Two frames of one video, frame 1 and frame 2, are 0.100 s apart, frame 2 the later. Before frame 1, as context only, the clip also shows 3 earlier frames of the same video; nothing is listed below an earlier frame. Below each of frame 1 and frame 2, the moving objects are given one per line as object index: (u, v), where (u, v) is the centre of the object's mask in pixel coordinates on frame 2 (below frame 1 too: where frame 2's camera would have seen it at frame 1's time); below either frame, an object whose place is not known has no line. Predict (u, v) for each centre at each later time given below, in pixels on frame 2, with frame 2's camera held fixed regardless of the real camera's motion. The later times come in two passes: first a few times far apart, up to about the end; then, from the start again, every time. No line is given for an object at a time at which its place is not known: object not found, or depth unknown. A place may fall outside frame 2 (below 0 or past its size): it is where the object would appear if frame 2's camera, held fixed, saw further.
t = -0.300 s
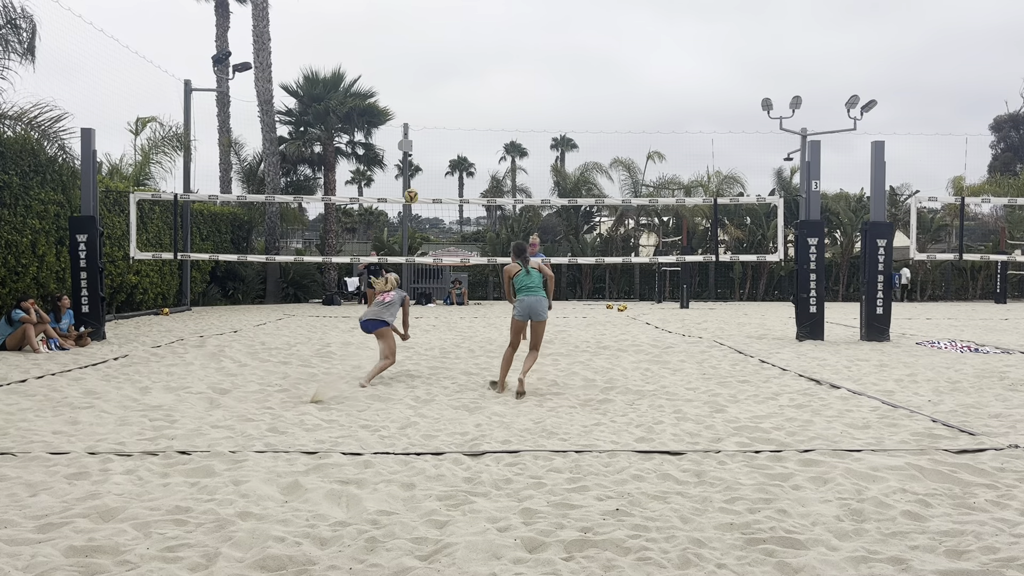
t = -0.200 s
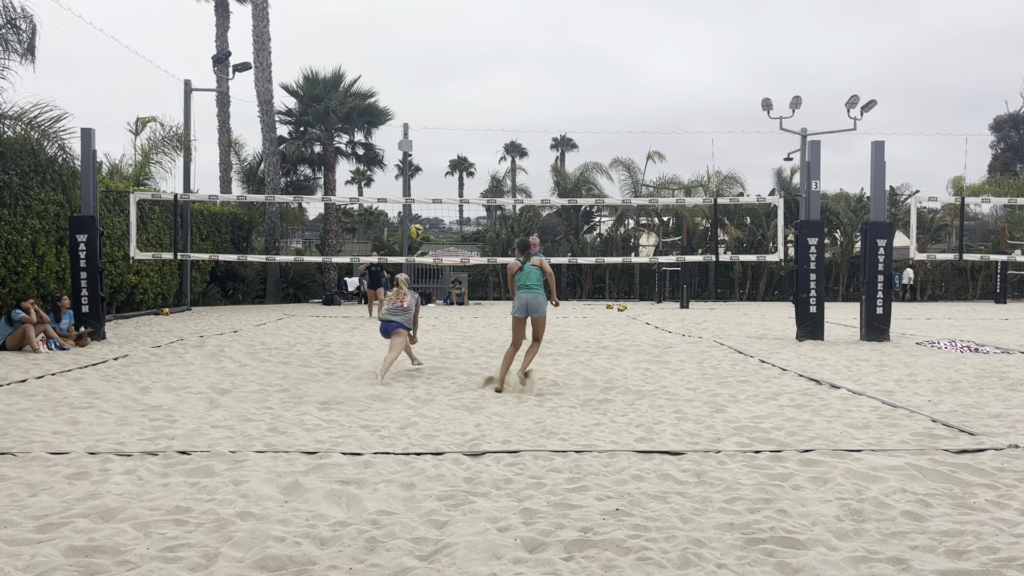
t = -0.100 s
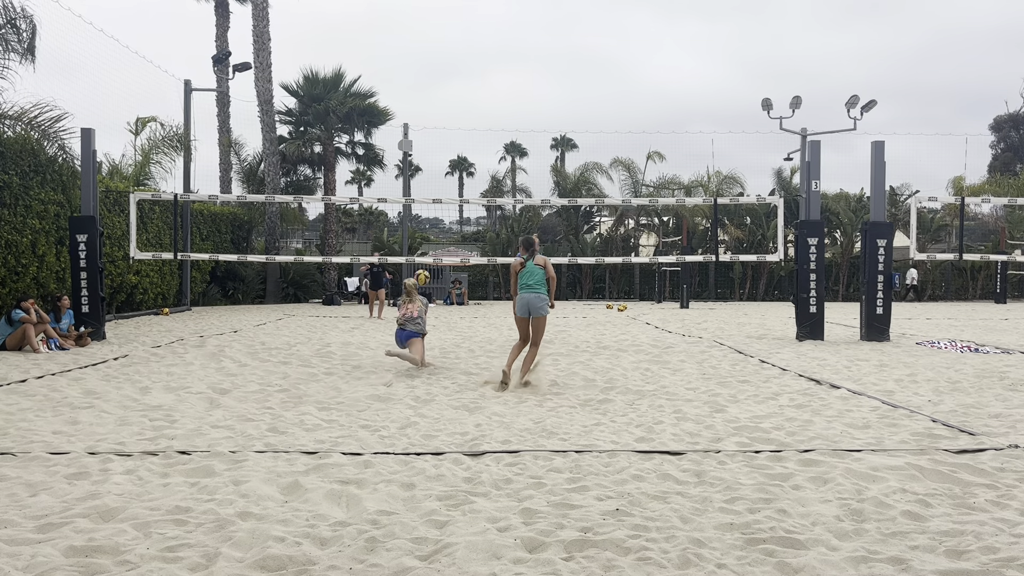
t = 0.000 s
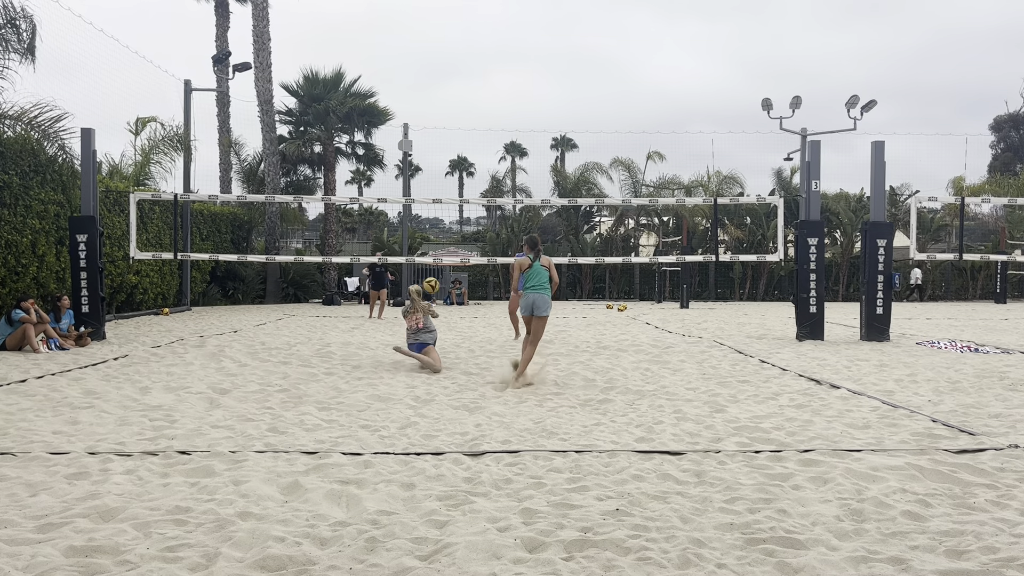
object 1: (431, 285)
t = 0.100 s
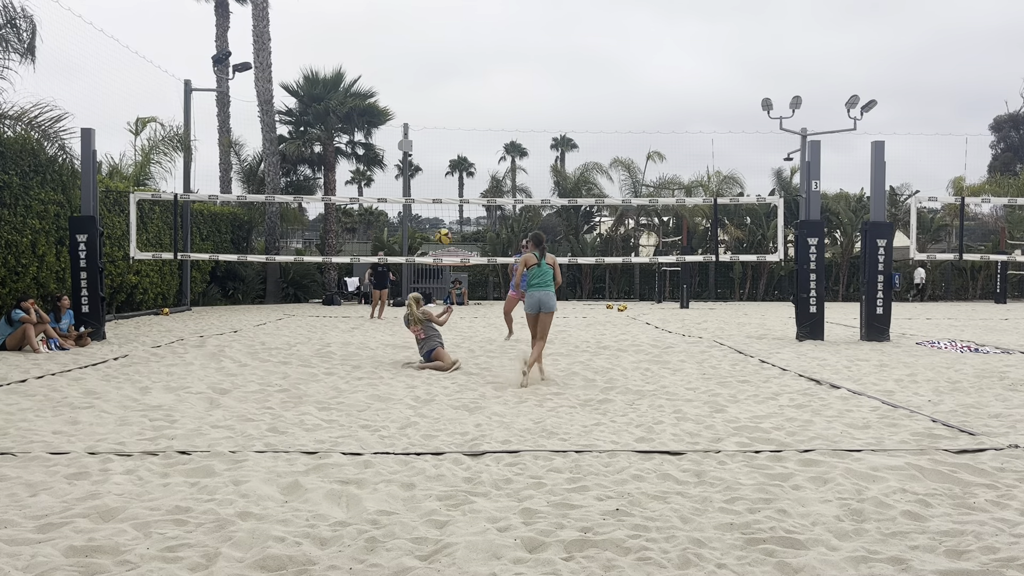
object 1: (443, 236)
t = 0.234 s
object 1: (458, 185)
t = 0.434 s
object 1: (480, 135)
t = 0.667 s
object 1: (505, 114)
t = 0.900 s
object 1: (527, 131)
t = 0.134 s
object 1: (447, 222)
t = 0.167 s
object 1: (451, 209)
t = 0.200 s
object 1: (454, 196)
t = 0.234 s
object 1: (458, 185)
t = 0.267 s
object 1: (462, 174)
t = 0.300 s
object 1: (466, 165)
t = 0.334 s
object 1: (470, 156)
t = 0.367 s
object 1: (473, 148)
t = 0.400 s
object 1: (477, 141)
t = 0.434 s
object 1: (480, 135)
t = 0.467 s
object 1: (484, 129)
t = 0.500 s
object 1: (488, 125)
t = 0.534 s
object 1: (491, 121)
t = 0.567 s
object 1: (494, 118)
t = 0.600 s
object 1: (498, 116)
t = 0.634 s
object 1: (501, 115)
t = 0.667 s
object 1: (505, 114)
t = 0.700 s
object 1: (508, 114)
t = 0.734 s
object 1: (511, 115)
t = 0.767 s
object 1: (514, 117)
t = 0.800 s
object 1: (517, 120)
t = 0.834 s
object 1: (521, 123)
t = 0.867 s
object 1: (524, 127)
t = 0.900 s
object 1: (527, 131)
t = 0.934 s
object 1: (530, 136)
